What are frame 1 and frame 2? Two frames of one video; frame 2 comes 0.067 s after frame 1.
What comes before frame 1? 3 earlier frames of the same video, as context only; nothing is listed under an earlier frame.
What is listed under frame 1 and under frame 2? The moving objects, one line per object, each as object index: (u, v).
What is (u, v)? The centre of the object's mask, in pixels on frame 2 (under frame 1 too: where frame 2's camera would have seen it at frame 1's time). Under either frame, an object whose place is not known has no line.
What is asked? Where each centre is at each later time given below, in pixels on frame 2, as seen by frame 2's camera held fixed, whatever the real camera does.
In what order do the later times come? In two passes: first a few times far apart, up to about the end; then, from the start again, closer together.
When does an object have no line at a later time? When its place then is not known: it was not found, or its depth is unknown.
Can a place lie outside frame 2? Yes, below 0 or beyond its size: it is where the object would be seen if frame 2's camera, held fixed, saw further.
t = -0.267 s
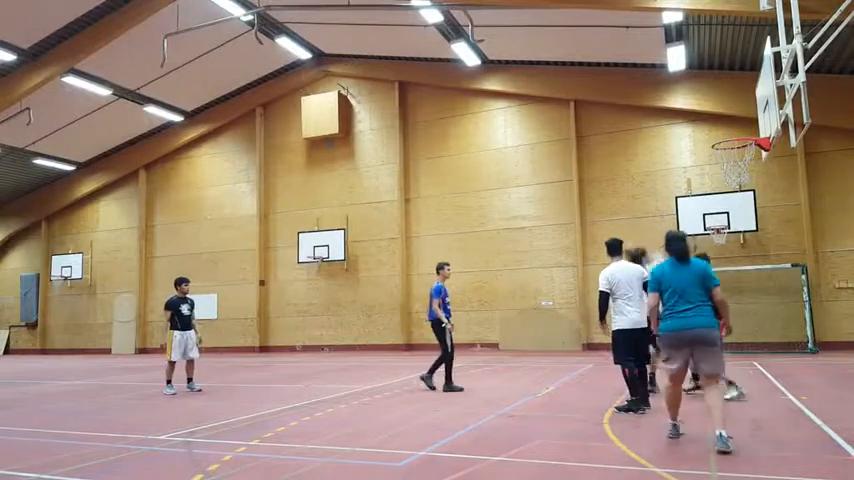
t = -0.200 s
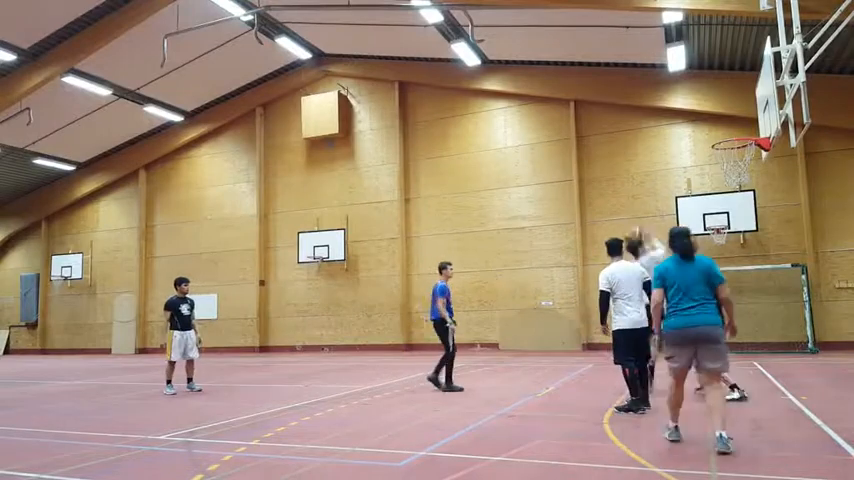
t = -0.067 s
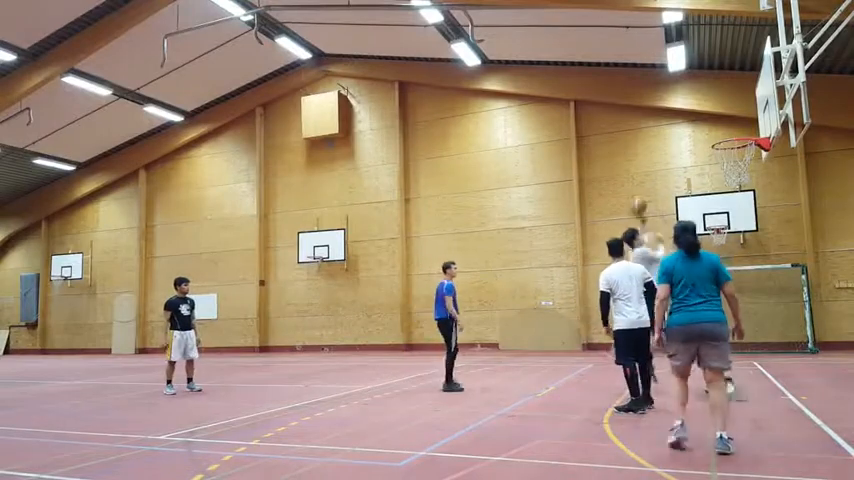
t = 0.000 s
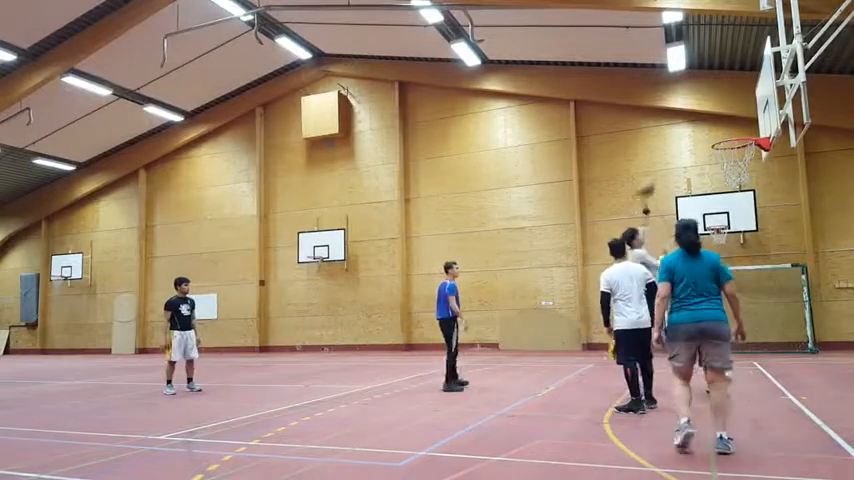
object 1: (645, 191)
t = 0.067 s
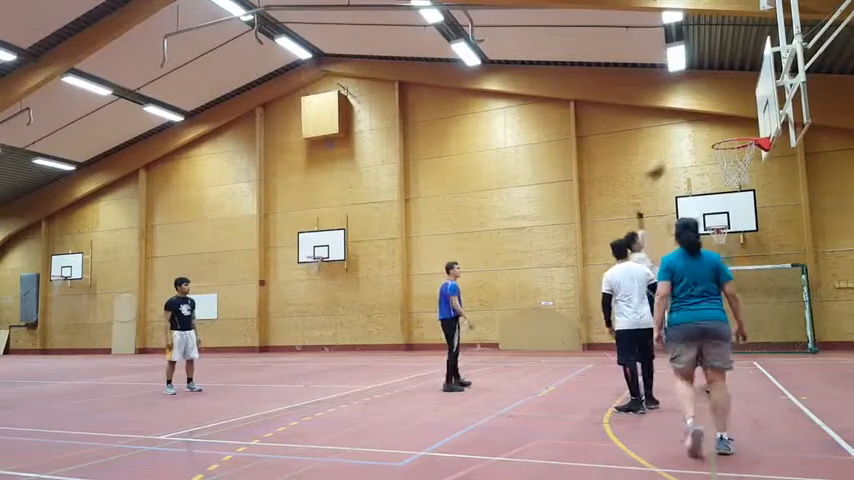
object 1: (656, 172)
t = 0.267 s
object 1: (686, 134)
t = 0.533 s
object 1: (735, 126)
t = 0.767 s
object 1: (747, 125)
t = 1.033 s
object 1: (730, 132)
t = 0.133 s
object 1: (666, 157)
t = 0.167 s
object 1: (671, 150)
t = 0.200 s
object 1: (676, 144)
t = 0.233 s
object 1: (681, 138)
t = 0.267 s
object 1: (686, 134)
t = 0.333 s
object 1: (698, 127)
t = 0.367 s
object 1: (705, 125)
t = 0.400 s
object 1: (710, 123)
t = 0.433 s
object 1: (716, 123)
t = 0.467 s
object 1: (722, 123)
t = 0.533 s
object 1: (735, 126)
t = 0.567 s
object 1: (742, 128)
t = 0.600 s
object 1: (748, 130)
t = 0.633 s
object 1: (752, 129)
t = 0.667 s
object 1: (754, 128)
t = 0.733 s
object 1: (749, 123)
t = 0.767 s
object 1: (747, 125)
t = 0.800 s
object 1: (743, 125)
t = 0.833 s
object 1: (741, 127)
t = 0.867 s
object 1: (738, 128)
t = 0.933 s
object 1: (734, 133)
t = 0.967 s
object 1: (732, 133)
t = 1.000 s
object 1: (731, 132)
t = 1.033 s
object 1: (730, 132)
